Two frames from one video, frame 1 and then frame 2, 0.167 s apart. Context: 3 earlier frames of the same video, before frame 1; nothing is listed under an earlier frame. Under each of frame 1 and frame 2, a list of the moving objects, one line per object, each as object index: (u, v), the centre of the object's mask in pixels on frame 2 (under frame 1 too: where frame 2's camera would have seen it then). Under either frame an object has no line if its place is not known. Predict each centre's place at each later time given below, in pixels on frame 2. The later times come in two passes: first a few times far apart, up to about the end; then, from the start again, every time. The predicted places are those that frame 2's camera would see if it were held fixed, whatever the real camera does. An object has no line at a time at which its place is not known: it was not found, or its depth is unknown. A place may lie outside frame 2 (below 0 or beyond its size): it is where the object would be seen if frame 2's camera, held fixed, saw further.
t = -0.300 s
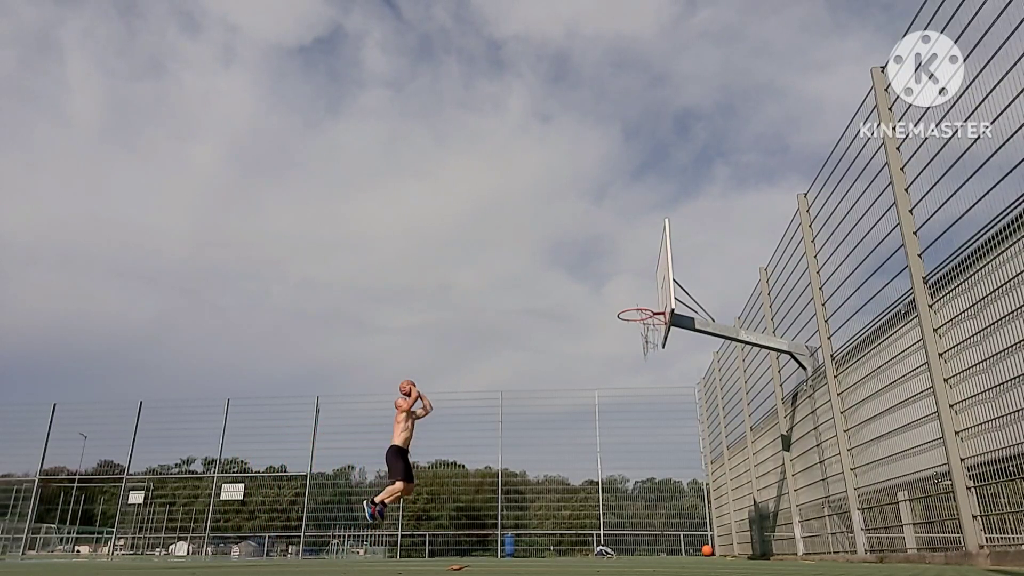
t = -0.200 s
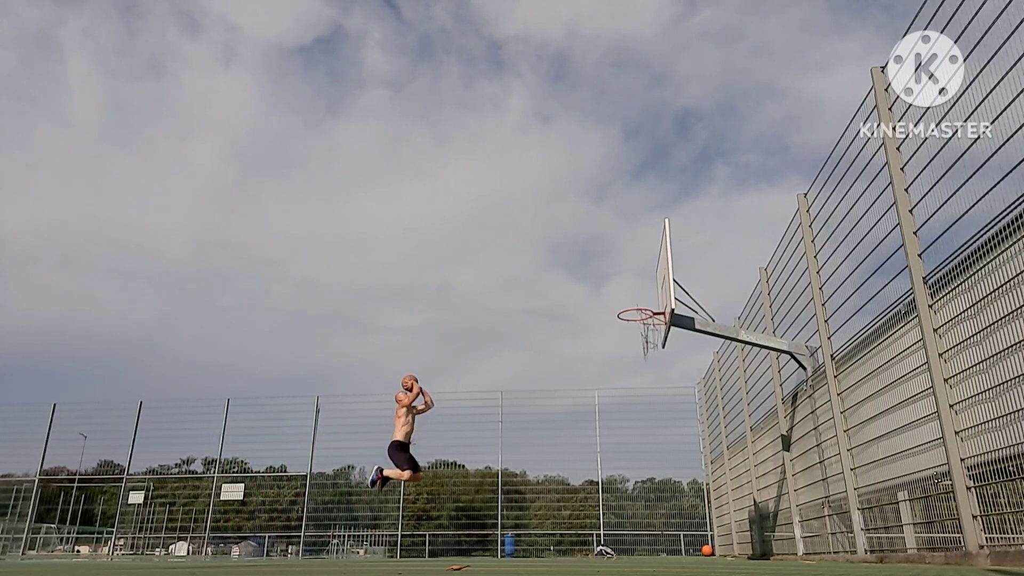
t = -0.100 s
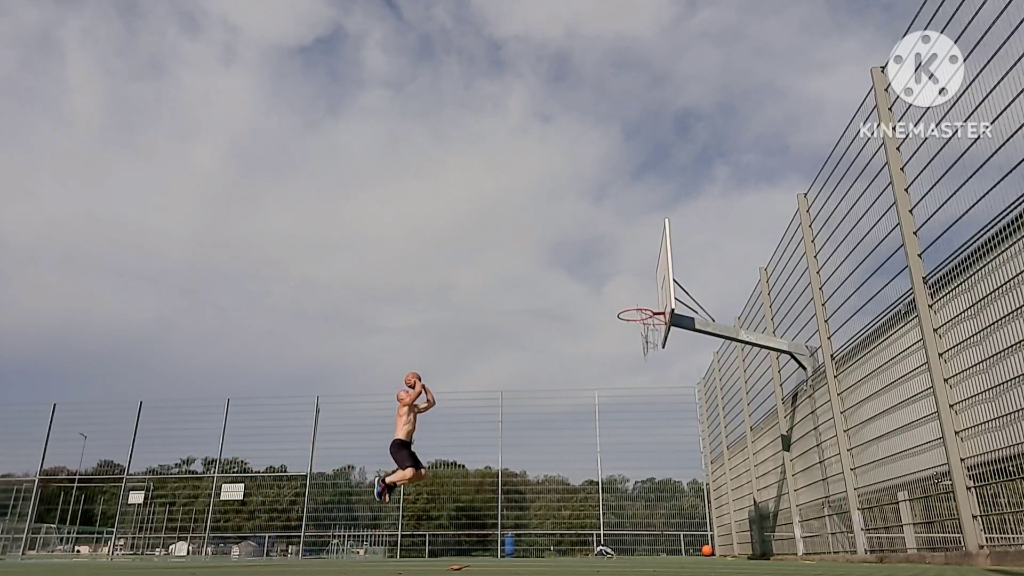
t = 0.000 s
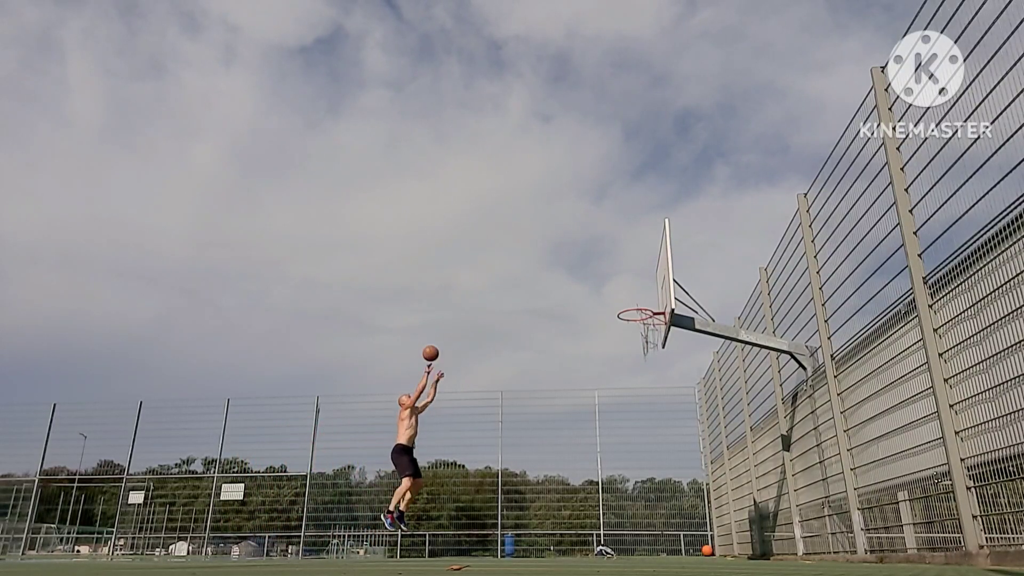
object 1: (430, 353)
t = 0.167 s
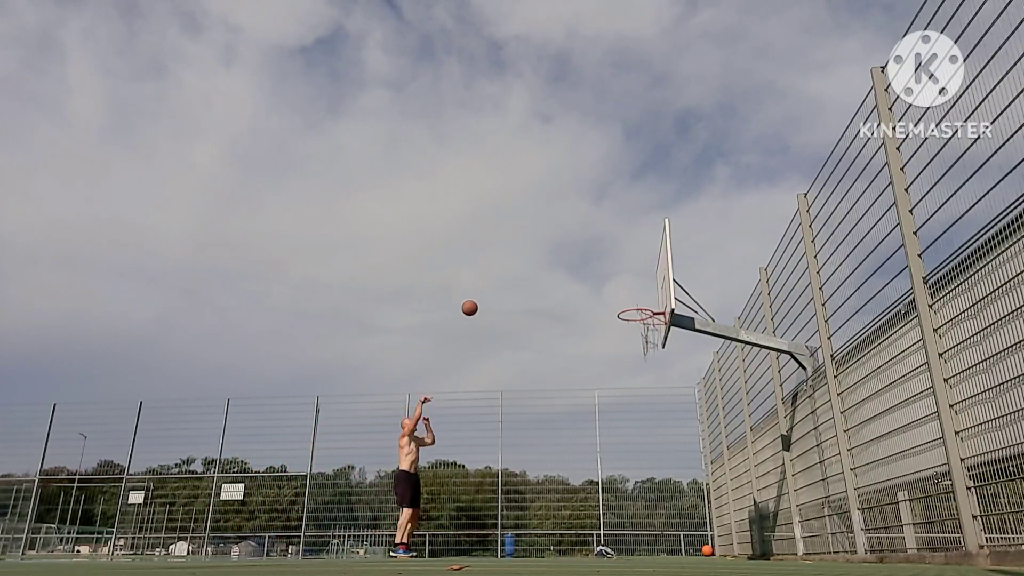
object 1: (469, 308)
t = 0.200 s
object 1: (477, 301)
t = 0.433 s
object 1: (531, 271)
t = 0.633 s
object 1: (578, 273)
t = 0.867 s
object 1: (639, 309)
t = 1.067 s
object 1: (619, 368)
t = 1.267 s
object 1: (594, 456)
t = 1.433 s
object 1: (574, 543)
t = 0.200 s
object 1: (477, 301)
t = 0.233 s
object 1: (485, 294)
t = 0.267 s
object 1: (493, 289)
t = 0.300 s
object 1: (500, 284)
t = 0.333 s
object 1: (508, 280)
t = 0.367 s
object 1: (515, 276)
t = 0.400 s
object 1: (523, 274)
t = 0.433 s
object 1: (531, 271)
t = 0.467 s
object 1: (538, 270)
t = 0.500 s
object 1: (546, 269)
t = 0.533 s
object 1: (554, 269)
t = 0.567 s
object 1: (562, 270)
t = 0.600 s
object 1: (570, 271)
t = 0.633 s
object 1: (578, 273)
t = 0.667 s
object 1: (587, 276)
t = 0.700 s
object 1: (595, 279)
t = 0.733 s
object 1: (603, 283)
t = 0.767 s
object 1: (612, 289)
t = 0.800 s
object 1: (621, 295)
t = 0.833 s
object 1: (630, 301)
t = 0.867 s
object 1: (639, 309)
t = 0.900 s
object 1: (642, 317)
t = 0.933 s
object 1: (637, 326)
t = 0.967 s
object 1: (633, 336)
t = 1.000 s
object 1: (628, 346)
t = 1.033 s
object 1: (624, 357)
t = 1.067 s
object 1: (619, 368)
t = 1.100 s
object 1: (615, 381)
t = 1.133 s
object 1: (610, 394)
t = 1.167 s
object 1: (606, 409)
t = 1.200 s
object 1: (602, 424)
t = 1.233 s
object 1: (598, 440)
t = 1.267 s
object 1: (594, 456)
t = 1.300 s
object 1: (590, 474)
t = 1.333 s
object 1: (586, 493)
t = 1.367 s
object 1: (582, 513)
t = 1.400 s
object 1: (578, 534)
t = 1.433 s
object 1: (574, 543)
